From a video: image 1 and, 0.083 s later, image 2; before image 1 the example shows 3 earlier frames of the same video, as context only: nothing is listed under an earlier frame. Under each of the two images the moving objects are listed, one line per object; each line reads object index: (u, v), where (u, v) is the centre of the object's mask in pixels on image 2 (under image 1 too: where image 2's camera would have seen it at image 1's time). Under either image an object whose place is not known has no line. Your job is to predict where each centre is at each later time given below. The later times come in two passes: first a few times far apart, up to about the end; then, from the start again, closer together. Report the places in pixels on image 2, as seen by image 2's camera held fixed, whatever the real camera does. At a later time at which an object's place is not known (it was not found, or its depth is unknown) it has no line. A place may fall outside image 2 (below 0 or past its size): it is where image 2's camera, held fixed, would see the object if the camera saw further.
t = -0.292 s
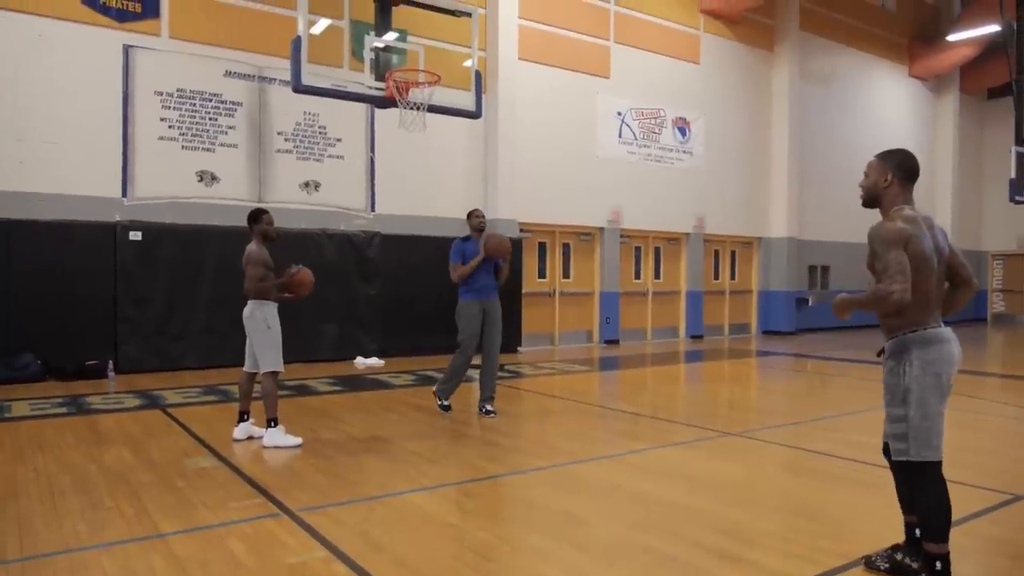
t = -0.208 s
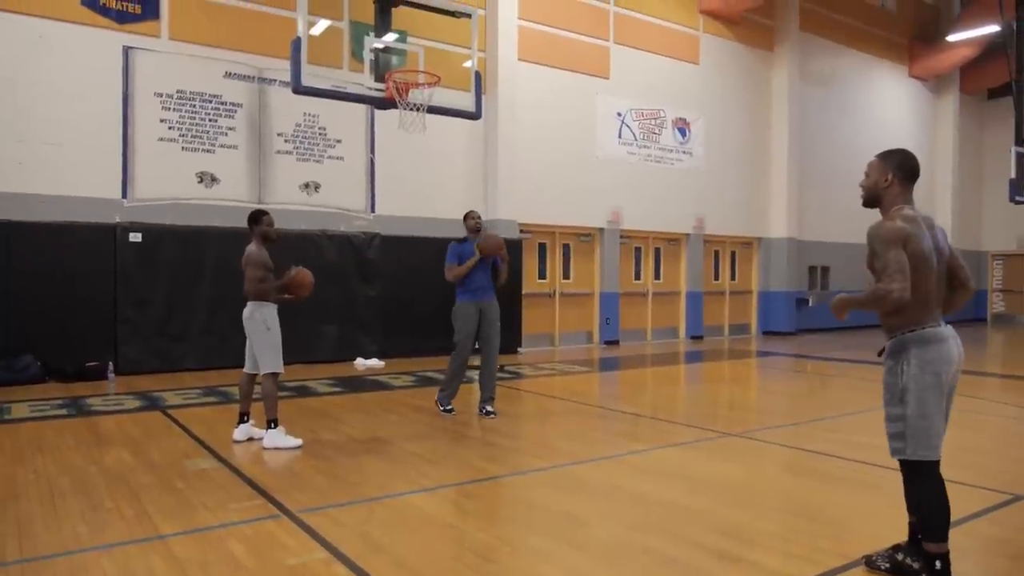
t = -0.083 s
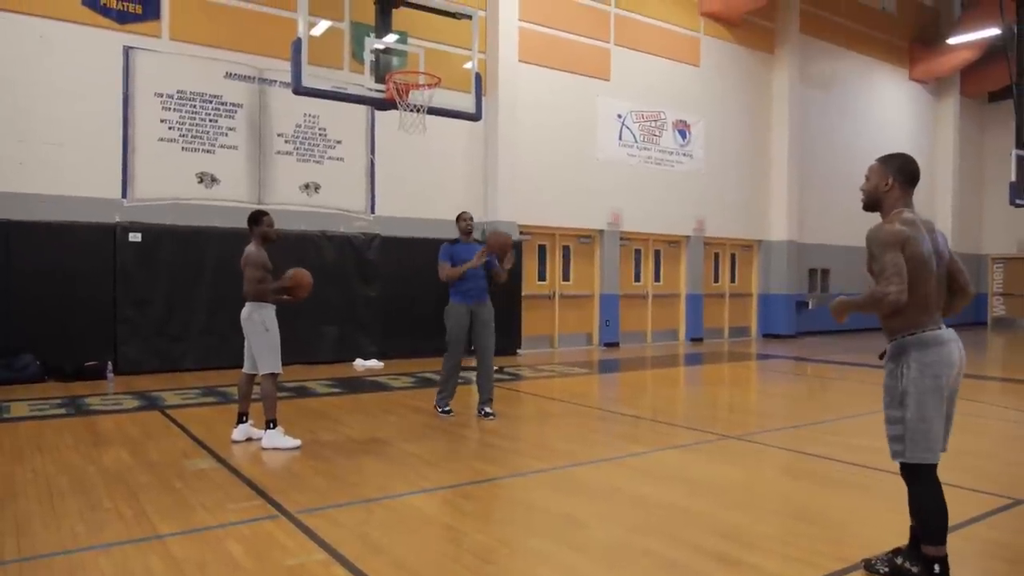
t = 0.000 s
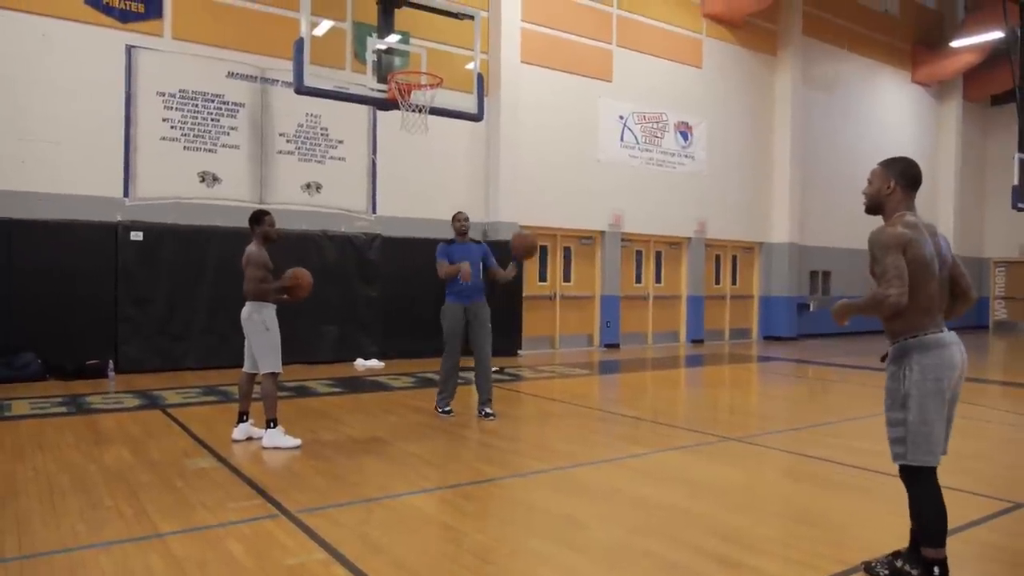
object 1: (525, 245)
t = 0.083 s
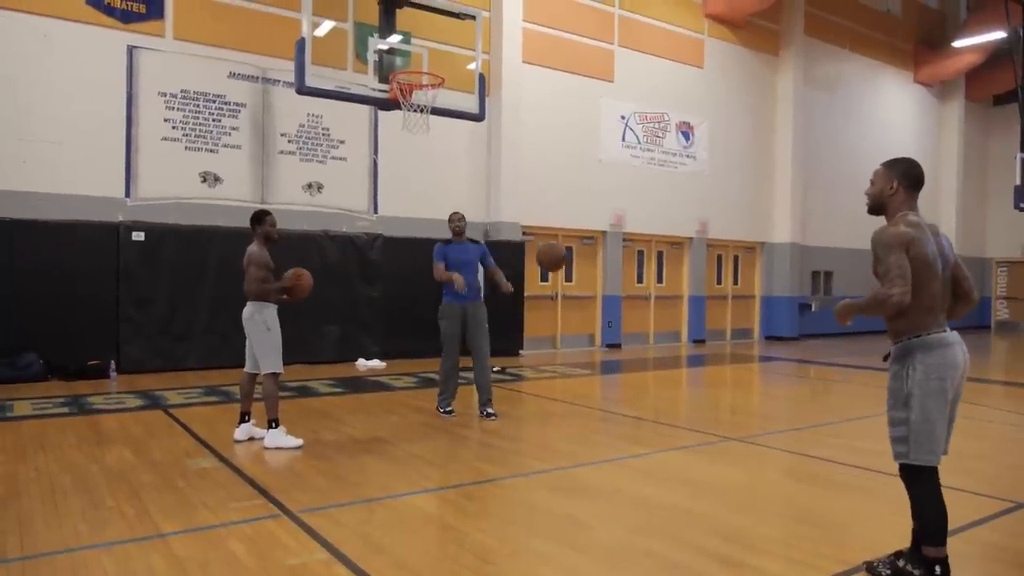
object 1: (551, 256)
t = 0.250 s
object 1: (614, 314)
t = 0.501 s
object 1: (732, 471)
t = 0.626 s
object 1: (770, 405)
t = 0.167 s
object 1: (581, 279)
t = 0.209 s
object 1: (597, 294)
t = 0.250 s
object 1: (614, 314)
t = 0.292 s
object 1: (632, 338)
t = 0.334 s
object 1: (651, 365)
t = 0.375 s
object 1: (672, 397)
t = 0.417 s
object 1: (694, 435)
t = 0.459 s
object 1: (718, 479)
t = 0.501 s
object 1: (732, 471)
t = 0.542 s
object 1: (744, 447)
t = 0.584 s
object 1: (757, 424)
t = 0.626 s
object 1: (770, 405)
